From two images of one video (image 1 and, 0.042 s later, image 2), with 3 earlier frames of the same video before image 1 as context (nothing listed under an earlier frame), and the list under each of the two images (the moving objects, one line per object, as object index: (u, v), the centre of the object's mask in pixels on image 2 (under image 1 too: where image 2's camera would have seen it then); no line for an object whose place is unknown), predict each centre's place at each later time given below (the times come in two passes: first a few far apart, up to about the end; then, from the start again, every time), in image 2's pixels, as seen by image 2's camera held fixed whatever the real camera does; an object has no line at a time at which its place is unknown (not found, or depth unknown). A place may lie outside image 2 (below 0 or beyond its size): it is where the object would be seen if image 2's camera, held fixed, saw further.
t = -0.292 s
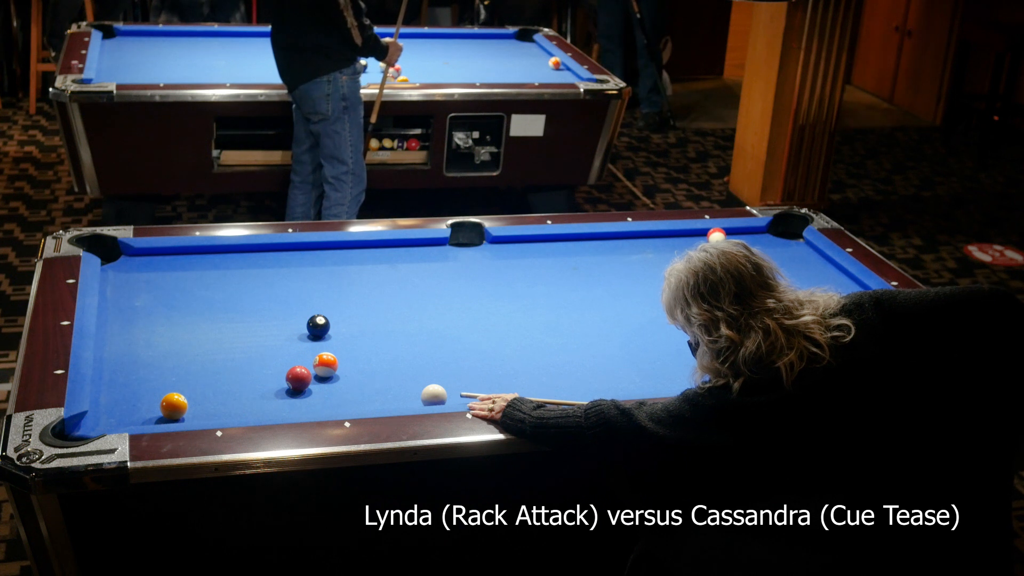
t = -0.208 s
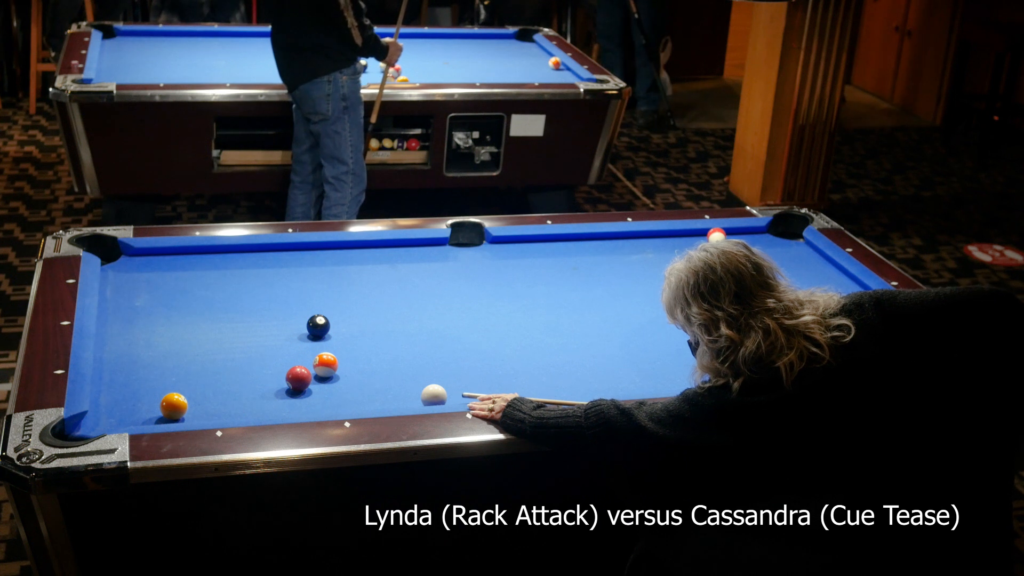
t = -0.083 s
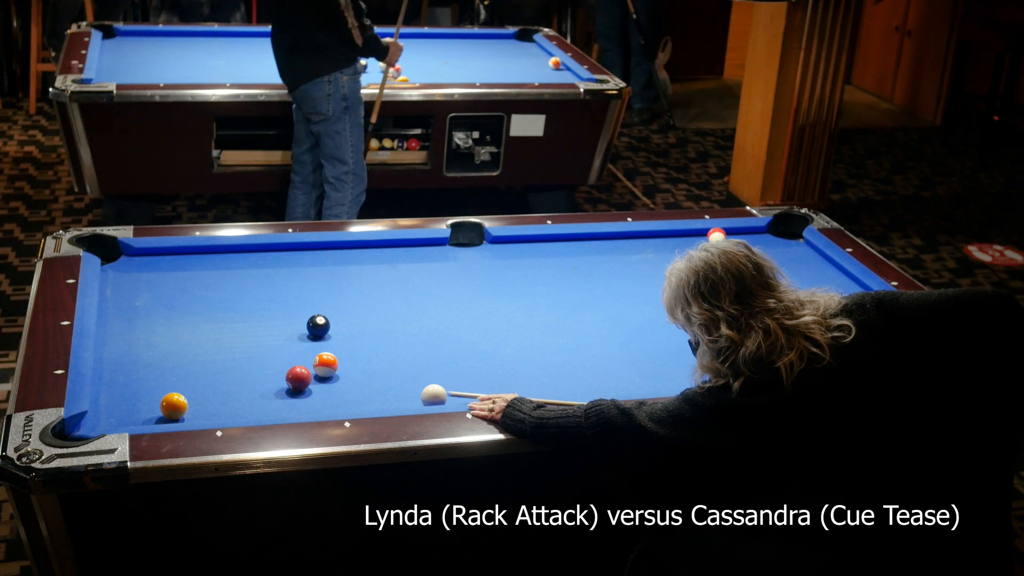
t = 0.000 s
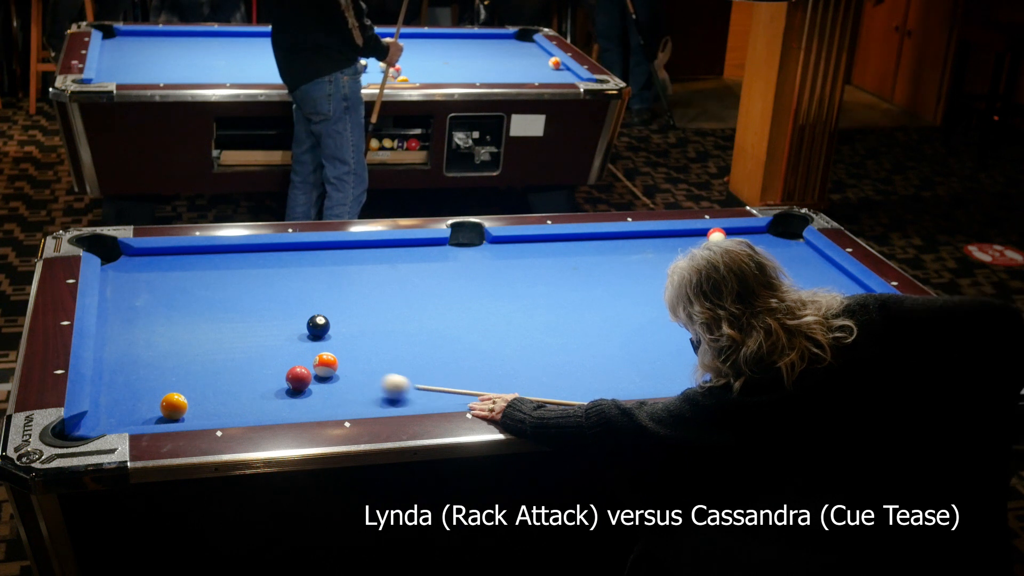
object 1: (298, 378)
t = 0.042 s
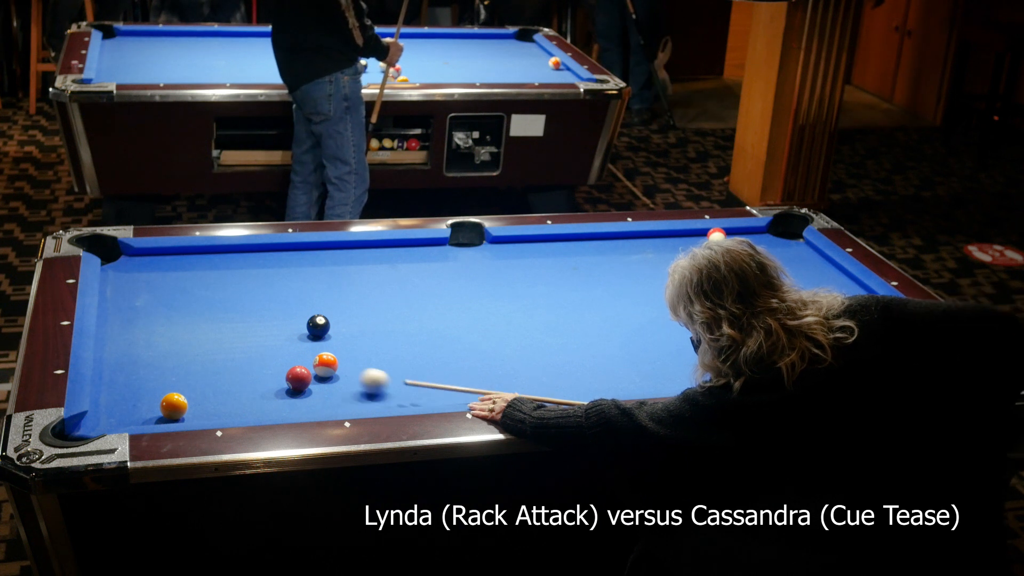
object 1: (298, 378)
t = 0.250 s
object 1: (292, 379)
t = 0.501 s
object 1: (261, 381)
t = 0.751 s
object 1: (233, 382)
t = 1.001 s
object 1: (210, 384)
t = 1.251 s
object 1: (190, 385)
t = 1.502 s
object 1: (172, 384)
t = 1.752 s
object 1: (159, 387)
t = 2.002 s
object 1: (150, 389)
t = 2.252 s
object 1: (144, 390)
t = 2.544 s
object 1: (142, 390)
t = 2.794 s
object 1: (142, 390)
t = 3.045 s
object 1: (142, 390)
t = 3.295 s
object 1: (142, 390)
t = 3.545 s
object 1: (142, 390)
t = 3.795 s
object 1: (142, 390)
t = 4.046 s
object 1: (142, 390)
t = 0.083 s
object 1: (298, 378)
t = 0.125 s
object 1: (298, 378)
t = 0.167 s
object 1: (298, 378)
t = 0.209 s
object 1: (298, 378)
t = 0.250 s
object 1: (292, 379)
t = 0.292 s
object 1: (286, 379)
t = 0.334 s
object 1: (281, 379)
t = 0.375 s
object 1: (276, 380)
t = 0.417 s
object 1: (271, 380)
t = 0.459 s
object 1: (266, 380)
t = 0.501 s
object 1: (261, 381)
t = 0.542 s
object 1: (256, 381)
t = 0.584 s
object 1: (251, 381)
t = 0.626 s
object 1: (247, 382)
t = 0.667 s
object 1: (242, 382)
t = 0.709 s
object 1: (238, 382)
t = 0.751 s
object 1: (233, 382)
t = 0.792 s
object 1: (229, 383)
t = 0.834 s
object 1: (225, 383)
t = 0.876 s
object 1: (221, 383)
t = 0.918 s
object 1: (217, 384)
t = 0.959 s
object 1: (213, 384)
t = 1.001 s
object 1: (210, 384)
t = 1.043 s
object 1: (206, 385)
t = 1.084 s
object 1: (203, 385)
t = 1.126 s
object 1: (199, 385)
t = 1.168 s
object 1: (196, 385)
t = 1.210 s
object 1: (193, 385)
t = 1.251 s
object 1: (190, 385)
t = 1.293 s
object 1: (187, 385)
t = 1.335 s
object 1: (184, 385)
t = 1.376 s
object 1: (181, 385)
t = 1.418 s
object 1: (178, 384)
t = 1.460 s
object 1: (175, 384)
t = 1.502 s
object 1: (172, 384)
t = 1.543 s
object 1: (170, 385)
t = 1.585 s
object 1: (167, 385)
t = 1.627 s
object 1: (165, 386)
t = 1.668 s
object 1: (163, 387)
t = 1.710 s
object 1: (161, 387)
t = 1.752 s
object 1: (159, 387)
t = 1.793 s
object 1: (157, 388)
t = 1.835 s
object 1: (156, 388)
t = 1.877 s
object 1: (154, 389)
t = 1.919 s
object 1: (153, 389)
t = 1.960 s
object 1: (152, 389)
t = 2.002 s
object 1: (150, 389)
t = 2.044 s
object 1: (149, 389)
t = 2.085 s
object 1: (148, 390)
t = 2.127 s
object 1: (147, 390)
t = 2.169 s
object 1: (146, 390)
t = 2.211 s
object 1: (145, 390)
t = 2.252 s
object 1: (144, 390)
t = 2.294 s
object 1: (144, 390)
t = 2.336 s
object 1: (143, 390)
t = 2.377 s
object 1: (143, 390)
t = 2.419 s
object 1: (142, 390)
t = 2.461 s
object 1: (142, 390)
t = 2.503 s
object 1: (142, 390)
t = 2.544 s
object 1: (142, 390)
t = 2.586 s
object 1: (142, 390)
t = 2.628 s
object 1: (142, 390)
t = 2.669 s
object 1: (142, 390)
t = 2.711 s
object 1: (142, 390)
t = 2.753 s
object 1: (142, 390)
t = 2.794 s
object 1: (142, 390)
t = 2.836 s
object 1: (142, 390)
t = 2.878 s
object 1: (142, 390)
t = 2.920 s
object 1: (142, 390)
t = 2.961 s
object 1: (142, 390)
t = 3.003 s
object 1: (142, 390)
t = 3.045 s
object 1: (142, 390)
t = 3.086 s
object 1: (142, 390)
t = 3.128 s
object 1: (142, 390)
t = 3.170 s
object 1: (142, 390)
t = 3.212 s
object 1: (142, 390)
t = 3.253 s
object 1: (142, 390)
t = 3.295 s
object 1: (142, 390)
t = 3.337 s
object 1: (142, 390)
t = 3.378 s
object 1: (142, 390)
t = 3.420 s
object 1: (142, 390)
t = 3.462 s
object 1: (142, 390)
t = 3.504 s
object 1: (142, 390)
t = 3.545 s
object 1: (142, 390)
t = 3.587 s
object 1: (142, 390)
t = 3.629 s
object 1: (142, 390)
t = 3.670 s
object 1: (142, 390)
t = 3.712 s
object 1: (142, 390)
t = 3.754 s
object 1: (142, 390)
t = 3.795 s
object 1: (142, 390)
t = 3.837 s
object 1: (142, 390)
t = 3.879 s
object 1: (142, 390)
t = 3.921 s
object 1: (142, 390)
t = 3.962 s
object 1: (142, 390)
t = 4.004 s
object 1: (142, 390)
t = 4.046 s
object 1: (142, 390)
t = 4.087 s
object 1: (142, 390)
